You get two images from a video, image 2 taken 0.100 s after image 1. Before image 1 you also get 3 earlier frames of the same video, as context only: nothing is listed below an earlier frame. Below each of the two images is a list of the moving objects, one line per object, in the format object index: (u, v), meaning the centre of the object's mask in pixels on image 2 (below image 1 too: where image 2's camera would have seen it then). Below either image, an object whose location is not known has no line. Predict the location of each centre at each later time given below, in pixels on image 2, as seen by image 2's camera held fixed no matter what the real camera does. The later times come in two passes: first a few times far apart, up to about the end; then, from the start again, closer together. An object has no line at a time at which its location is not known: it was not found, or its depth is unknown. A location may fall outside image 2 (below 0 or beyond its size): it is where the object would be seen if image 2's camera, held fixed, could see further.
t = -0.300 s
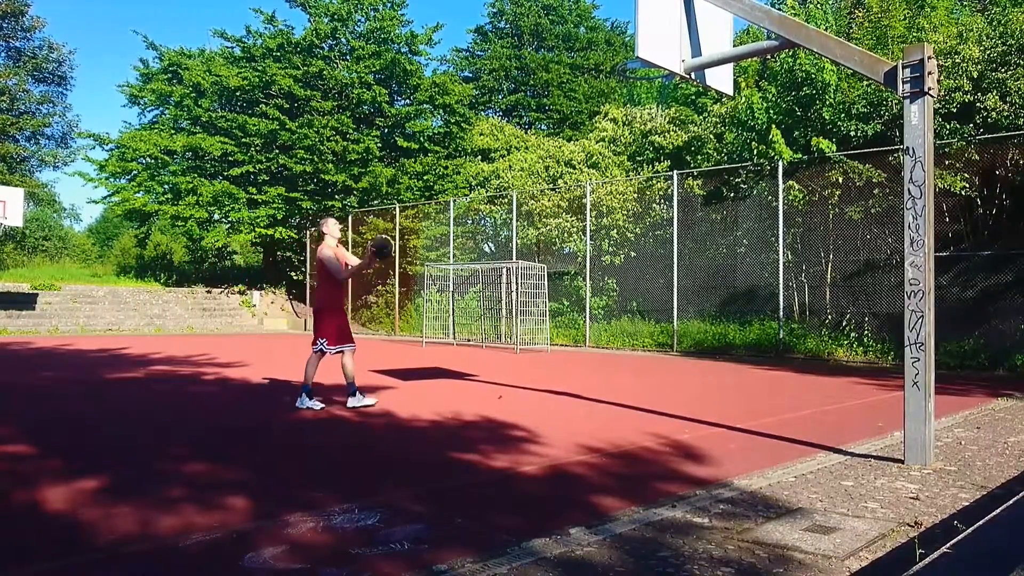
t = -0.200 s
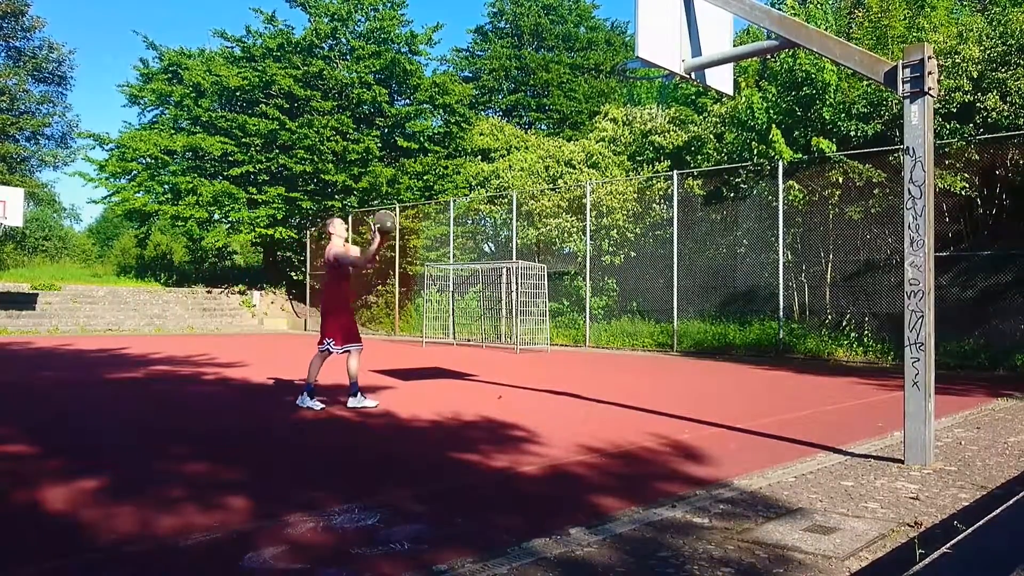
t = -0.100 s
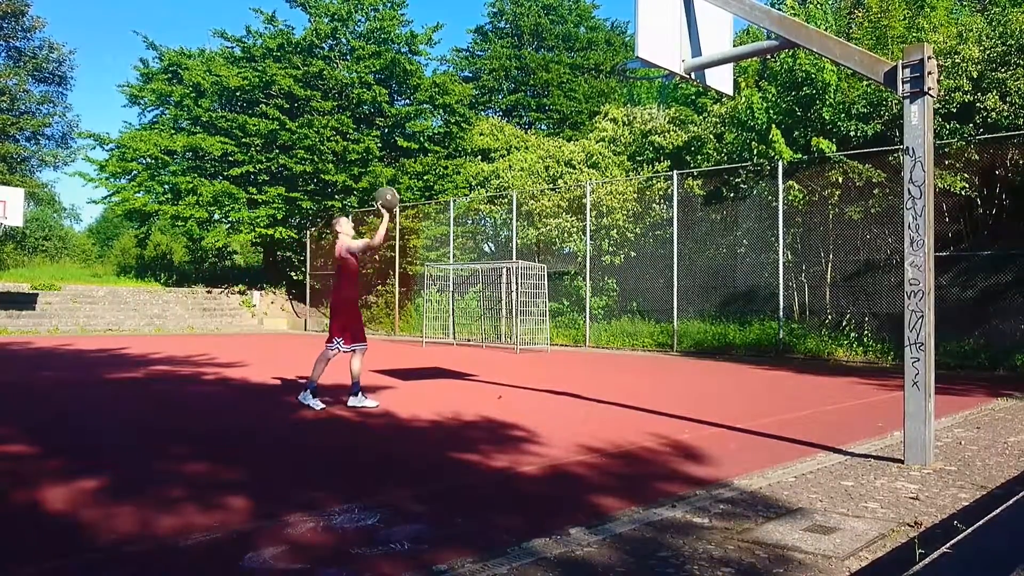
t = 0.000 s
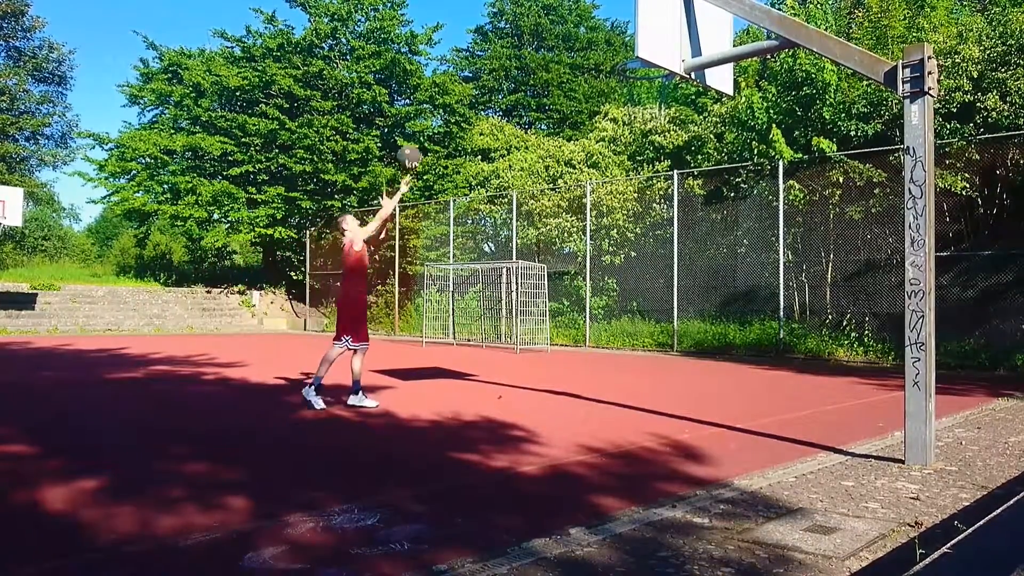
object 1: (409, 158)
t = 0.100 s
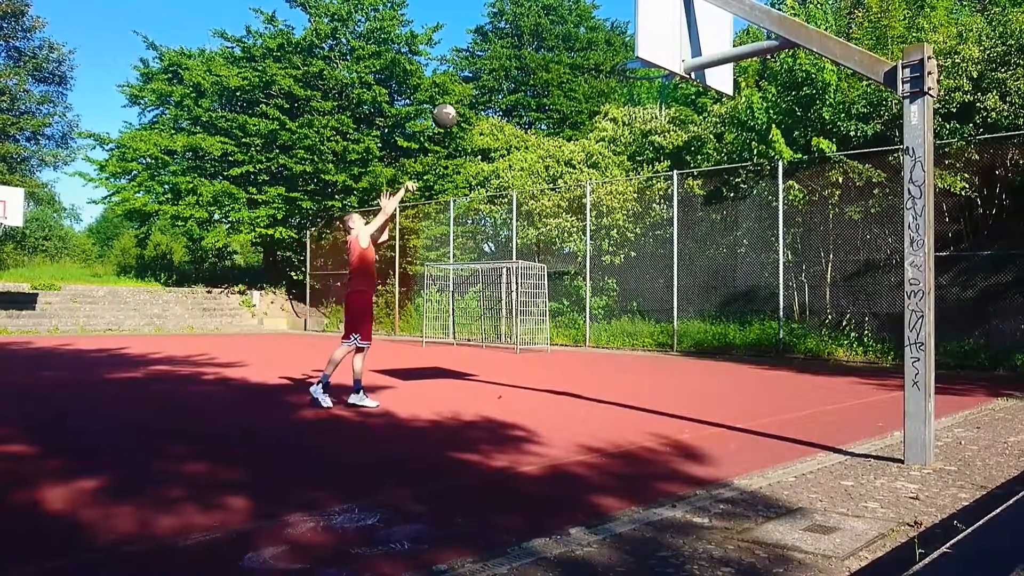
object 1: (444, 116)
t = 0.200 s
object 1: (481, 85)
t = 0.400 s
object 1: (557, 48)
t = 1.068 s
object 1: (616, 40)
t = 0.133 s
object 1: (458, 105)
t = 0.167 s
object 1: (469, 94)
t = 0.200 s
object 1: (481, 85)
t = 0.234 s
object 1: (493, 76)
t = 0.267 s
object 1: (506, 68)
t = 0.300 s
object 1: (518, 62)
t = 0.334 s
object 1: (531, 56)
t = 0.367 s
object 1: (543, 52)
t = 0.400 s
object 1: (557, 48)
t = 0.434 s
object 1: (568, 47)
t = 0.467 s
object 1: (583, 46)
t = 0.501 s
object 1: (595, 46)
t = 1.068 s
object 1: (616, 40)
